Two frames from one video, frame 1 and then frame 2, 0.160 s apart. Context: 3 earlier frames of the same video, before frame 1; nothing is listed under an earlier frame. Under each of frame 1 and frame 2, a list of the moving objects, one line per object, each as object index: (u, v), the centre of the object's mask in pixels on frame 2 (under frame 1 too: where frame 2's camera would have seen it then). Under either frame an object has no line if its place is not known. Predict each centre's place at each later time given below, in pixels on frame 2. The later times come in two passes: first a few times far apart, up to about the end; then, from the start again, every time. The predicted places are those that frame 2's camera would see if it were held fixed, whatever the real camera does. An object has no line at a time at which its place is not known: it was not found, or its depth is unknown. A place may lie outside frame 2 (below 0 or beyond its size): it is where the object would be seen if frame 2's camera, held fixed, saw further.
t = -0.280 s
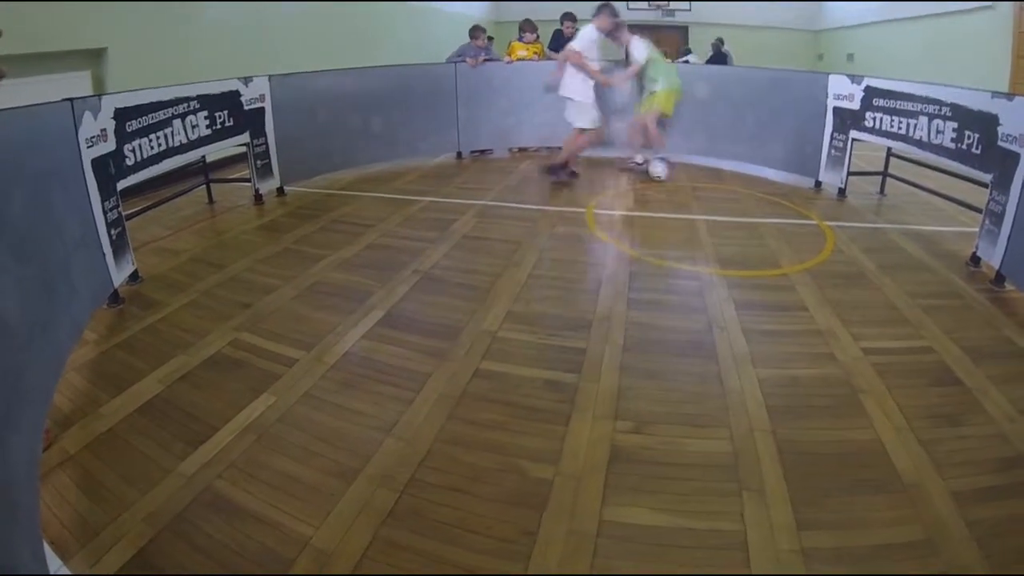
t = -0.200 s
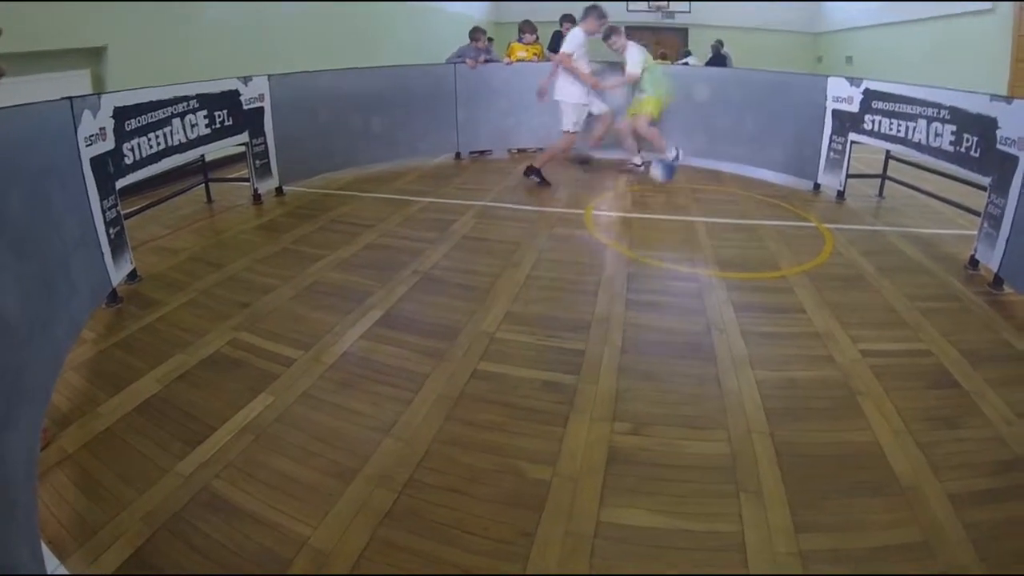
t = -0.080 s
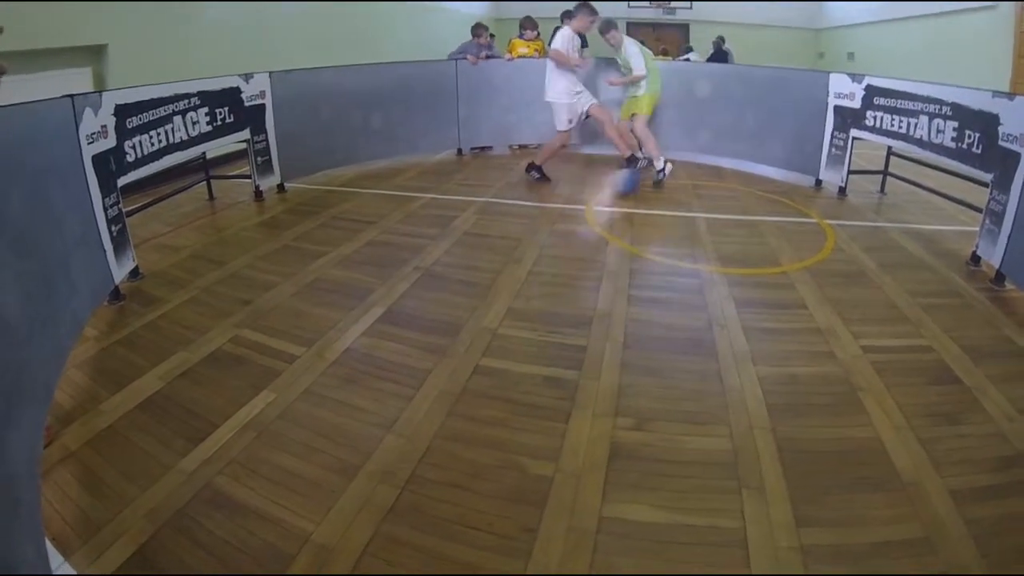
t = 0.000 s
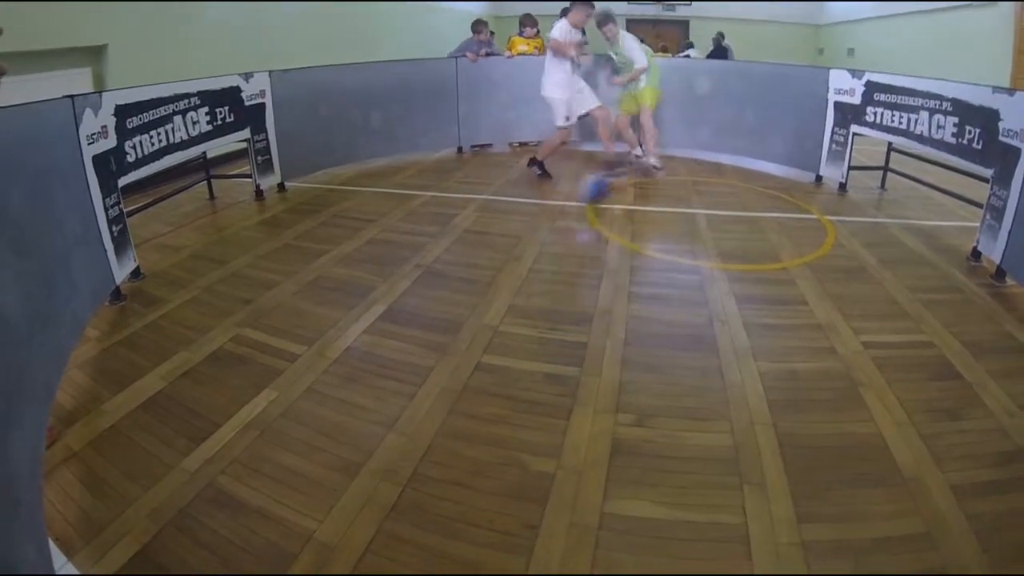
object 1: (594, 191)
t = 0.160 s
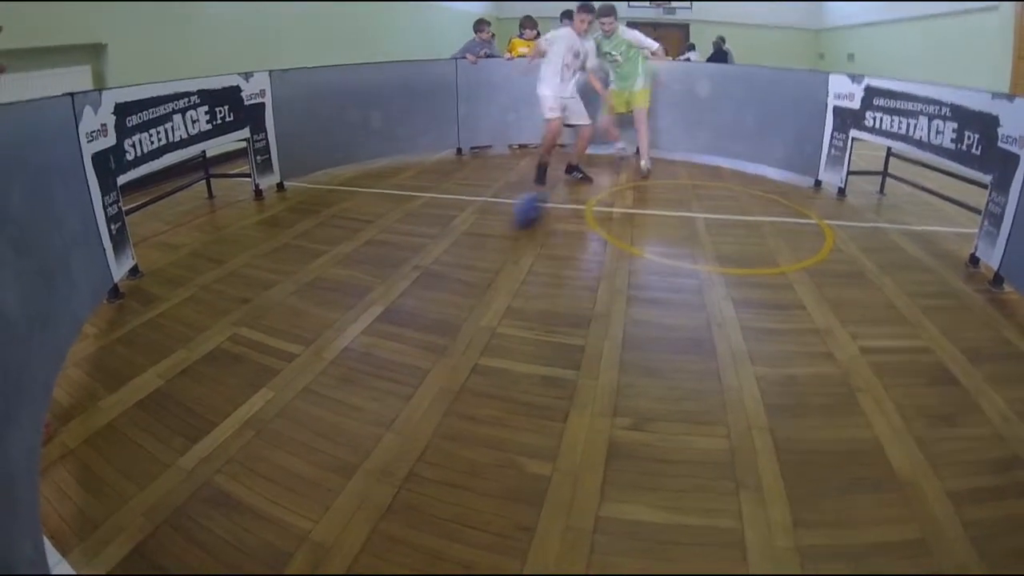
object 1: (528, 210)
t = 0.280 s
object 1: (475, 225)
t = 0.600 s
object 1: (319, 269)
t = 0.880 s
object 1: (160, 313)
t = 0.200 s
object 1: (509, 218)
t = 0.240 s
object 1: (491, 221)
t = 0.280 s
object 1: (475, 225)
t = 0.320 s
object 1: (458, 231)
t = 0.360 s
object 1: (440, 236)
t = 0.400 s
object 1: (419, 242)
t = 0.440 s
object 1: (400, 247)
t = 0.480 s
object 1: (381, 254)
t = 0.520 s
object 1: (362, 259)
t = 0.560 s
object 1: (340, 264)
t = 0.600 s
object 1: (319, 269)
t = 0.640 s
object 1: (298, 275)
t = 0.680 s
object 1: (271, 282)
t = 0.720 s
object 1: (253, 286)
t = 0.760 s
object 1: (231, 291)
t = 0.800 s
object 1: (207, 300)
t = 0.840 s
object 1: (184, 306)
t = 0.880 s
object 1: (160, 313)
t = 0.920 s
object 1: (136, 318)
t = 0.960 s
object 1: (114, 325)
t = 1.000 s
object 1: (97, 326)
